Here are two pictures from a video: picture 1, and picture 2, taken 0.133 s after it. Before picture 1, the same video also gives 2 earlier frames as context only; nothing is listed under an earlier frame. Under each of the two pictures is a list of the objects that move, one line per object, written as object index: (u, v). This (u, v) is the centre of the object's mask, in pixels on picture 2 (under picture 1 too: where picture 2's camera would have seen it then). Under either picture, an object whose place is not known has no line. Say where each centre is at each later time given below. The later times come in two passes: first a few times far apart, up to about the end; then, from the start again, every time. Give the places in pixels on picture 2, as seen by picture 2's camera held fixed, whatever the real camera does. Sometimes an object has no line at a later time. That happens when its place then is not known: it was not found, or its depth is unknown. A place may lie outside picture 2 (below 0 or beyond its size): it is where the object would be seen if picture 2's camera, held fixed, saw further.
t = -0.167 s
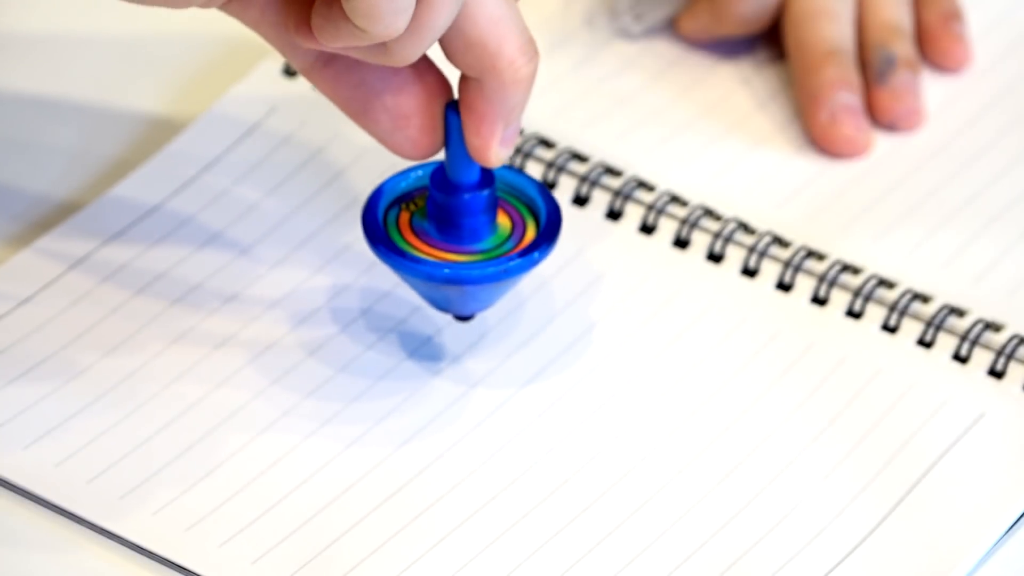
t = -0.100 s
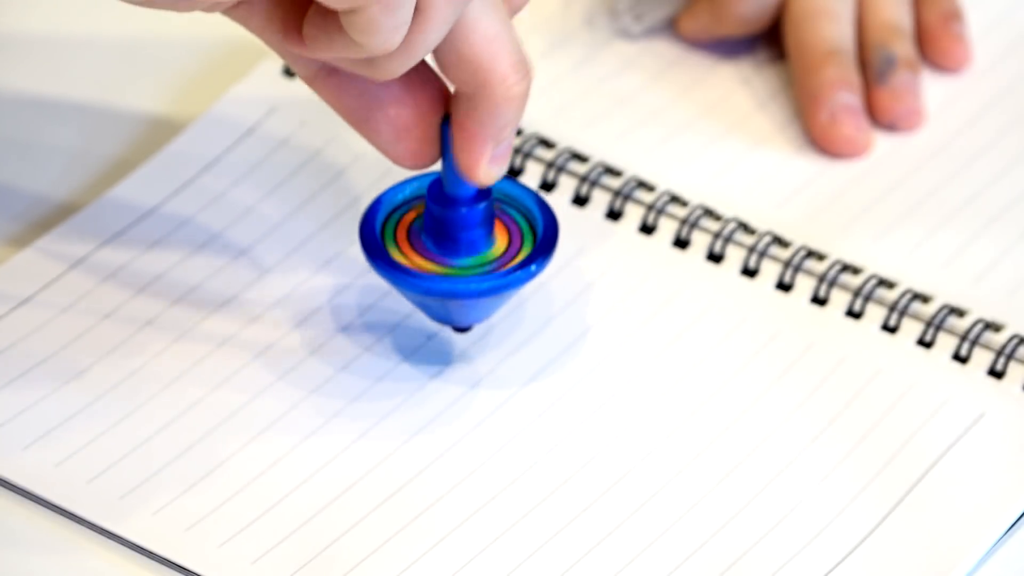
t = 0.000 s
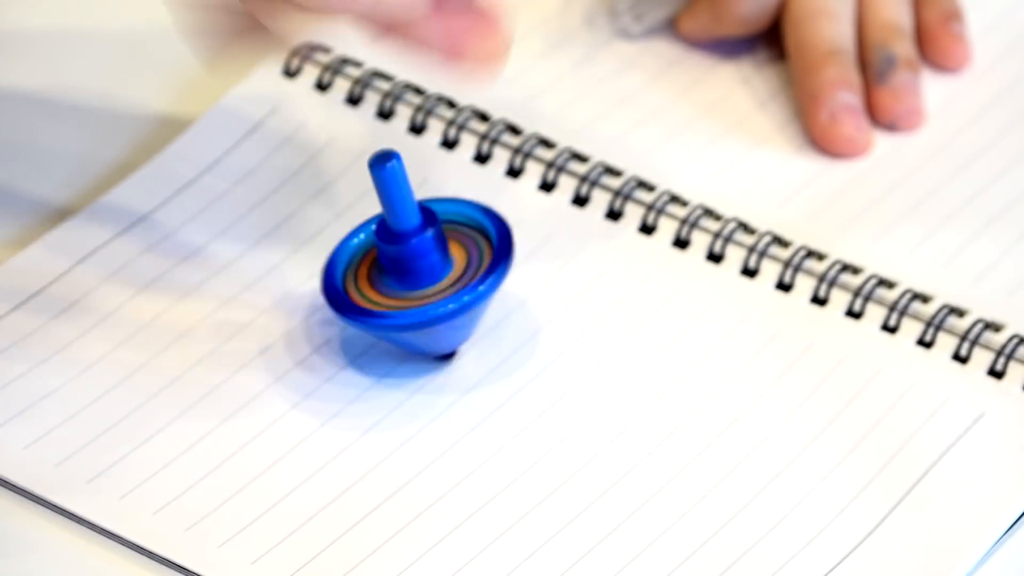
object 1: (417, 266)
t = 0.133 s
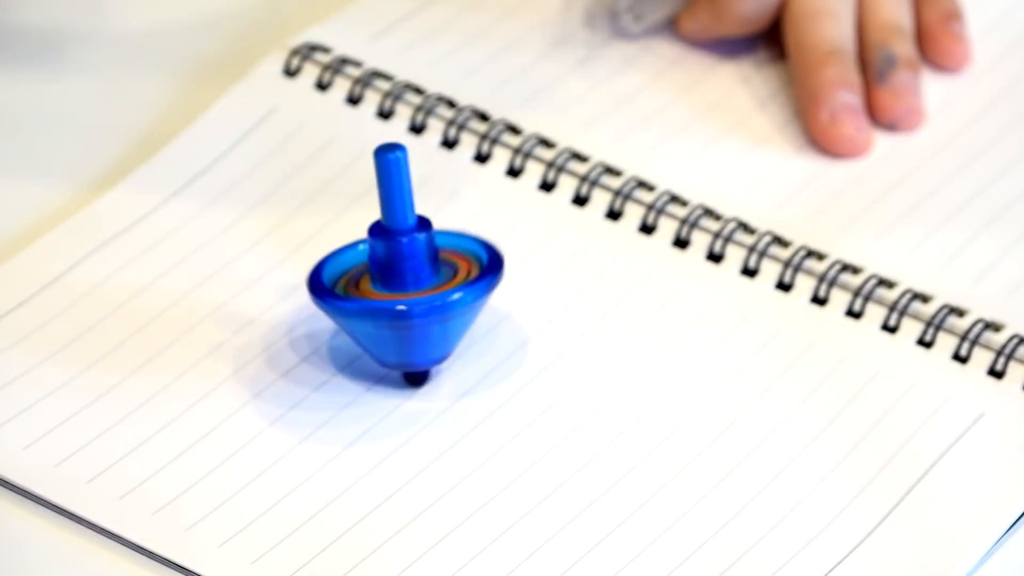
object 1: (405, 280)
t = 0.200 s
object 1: (393, 284)
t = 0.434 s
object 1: (354, 271)
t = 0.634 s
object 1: (362, 247)
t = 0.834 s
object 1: (388, 250)
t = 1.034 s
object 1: (383, 270)
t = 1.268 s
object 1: (345, 268)
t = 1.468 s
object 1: (339, 247)
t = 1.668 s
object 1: (360, 240)
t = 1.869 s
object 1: (363, 255)
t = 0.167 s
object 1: (398, 283)
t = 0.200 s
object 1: (393, 284)
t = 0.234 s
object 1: (387, 285)
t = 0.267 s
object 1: (379, 285)
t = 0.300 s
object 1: (372, 283)
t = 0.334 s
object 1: (367, 281)
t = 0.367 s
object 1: (363, 279)
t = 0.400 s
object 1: (358, 275)
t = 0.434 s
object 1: (354, 271)
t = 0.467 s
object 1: (352, 266)
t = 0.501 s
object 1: (352, 261)
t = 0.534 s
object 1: (354, 257)
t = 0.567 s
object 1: (356, 254)
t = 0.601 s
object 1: (359, 250)
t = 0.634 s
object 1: (362, 247)
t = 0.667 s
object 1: (367, 245)
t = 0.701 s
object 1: (371, 244)
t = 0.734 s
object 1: (375, 244)
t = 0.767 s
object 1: (379, 245)
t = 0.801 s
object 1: (384, 247)
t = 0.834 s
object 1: (388, 250)
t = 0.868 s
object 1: (390, 253)
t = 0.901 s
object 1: (391, 256)
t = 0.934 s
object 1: (391, 260)
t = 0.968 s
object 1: (390, 264)
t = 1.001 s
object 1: (387, 267)
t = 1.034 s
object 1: (383, 270)
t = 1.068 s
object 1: (379, 272)
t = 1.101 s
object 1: (374, 274)
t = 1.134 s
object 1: (368, 274)
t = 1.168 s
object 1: (362, 274)
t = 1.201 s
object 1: (356, 273)
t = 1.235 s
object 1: (350, 271)
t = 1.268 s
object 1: (345, 268)
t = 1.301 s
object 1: (342, 265)
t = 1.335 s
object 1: (339, 262)
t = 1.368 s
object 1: (338, 258)
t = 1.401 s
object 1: (338, 254)
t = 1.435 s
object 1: (338, 251)
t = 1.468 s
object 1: (339, 247)
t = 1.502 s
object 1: (342, 244)
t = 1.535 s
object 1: (345, 243)
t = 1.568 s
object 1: (348, 241)
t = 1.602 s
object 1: (352, 240)
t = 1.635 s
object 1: (356, 239)
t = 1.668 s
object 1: (360, 240)
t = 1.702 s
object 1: (363, 242)
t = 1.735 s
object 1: (365, 244)
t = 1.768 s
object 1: (367, 246)
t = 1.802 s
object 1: (368, 249)
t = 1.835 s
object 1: (366, 252)
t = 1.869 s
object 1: (363, 255)
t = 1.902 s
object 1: (359, 257)
